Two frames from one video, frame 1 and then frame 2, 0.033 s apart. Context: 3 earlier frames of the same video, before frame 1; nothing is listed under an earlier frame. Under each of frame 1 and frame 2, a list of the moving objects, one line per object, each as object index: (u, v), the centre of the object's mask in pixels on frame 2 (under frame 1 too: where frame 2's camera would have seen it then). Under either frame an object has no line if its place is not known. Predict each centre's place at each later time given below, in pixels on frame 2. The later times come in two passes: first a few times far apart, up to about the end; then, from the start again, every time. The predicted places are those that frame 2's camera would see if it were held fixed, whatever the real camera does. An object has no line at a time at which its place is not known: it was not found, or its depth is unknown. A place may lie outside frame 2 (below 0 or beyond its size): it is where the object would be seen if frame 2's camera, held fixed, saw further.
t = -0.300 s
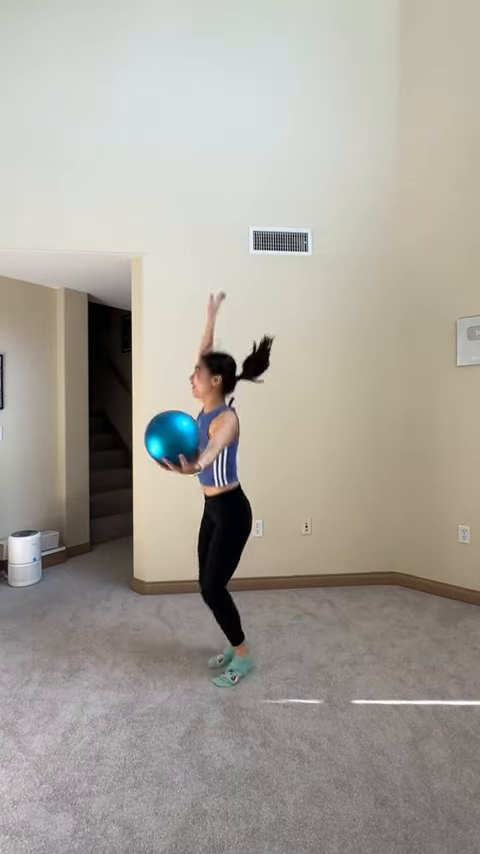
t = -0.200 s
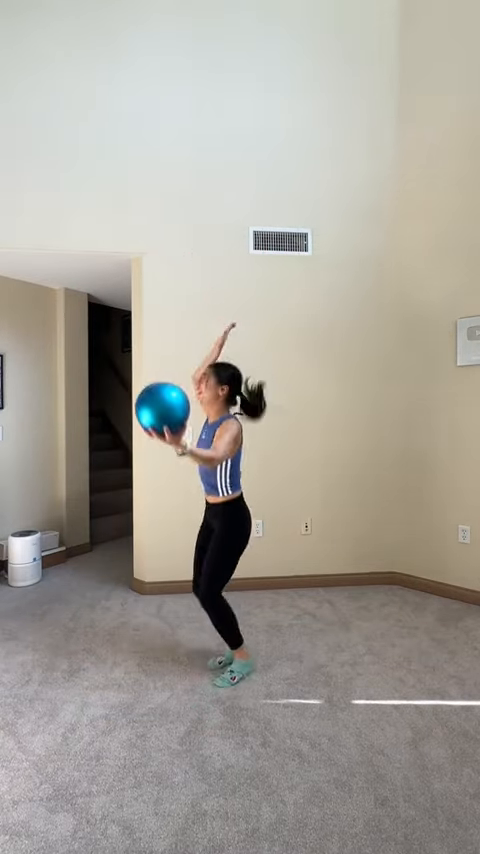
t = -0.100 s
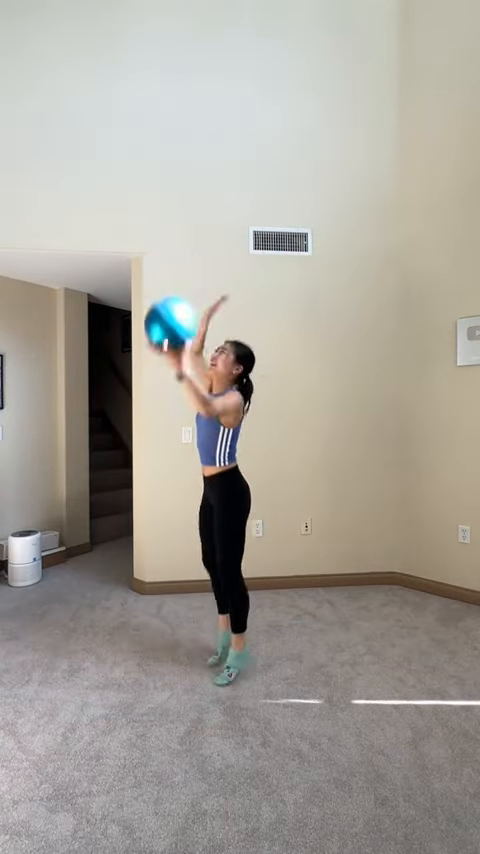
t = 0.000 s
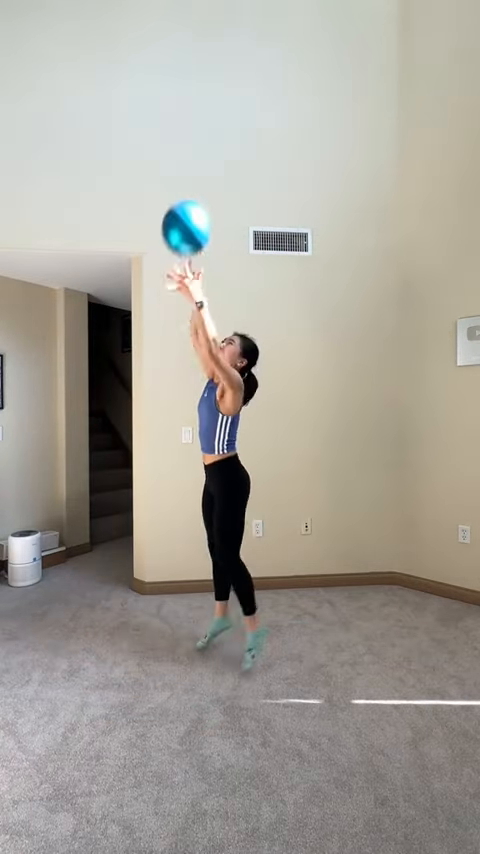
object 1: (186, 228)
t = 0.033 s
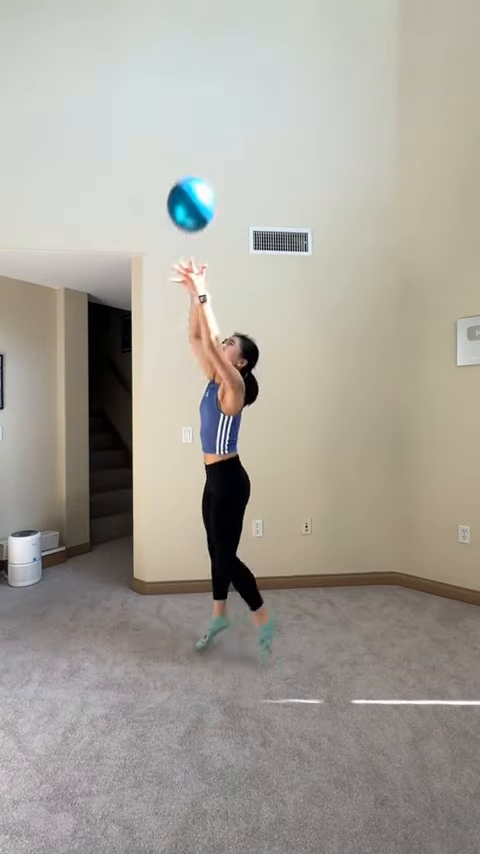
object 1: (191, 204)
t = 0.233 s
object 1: (216, 134)
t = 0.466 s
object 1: (239, 170)
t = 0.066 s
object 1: (195, 185)
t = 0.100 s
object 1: (200, 167)
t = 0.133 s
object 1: (204, 155)
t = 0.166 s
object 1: (208, 145)
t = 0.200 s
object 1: (213, 138)
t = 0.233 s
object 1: (216, 134)
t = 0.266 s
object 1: (219, 133)
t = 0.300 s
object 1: (223, 134)
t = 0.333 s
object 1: (226, 137)
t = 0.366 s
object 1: (230, 142)
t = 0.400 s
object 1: (233, 150)
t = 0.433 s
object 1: (236, 159)
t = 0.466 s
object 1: (239, 170)
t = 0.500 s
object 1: (242, 183)
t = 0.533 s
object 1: (244, 198)
